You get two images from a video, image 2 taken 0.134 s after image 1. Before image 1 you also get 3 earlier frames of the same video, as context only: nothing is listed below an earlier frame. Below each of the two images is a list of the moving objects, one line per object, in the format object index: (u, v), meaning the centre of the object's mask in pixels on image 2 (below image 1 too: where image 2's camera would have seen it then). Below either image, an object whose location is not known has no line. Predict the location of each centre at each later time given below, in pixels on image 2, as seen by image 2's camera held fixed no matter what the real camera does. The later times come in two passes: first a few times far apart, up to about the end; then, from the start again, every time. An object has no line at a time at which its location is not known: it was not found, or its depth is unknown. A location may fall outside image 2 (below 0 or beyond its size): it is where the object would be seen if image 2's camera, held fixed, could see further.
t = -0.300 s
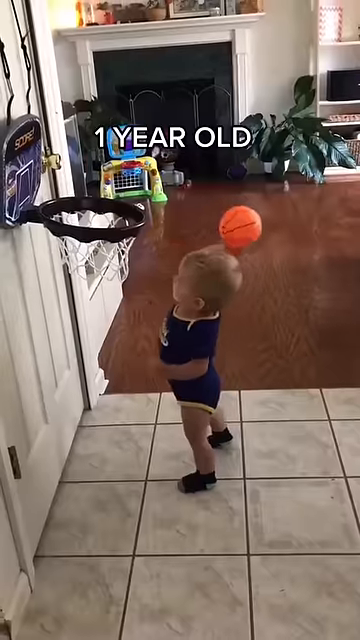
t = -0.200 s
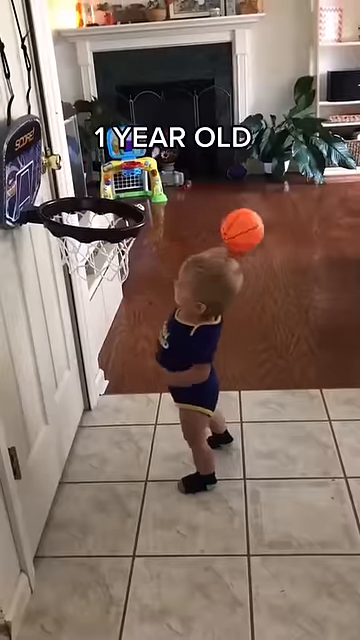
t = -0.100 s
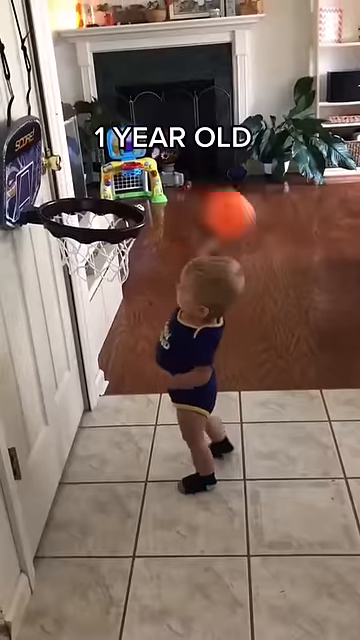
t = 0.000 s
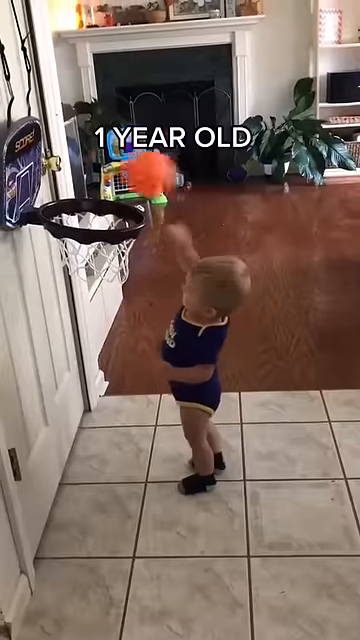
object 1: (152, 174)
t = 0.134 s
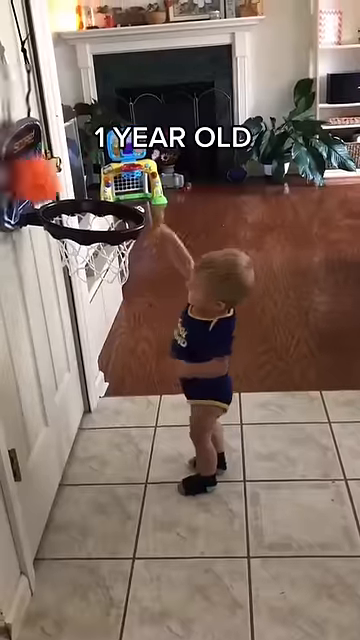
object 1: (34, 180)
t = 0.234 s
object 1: (65, 198)
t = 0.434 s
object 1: (119, 231)
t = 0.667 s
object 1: (81, 274)
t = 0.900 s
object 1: (72, 443)
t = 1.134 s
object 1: (83, 418)
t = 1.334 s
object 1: (100, 468)
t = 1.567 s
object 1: (112, 477)
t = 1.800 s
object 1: (122, 504)
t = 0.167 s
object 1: (42, 193)
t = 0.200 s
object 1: (52, 200)
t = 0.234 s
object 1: (65, 198)
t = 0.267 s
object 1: (79, 200)
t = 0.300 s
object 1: (94, 206)
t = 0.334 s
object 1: (106, 214)
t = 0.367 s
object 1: (116, 221)
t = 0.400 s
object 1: (119, 227)
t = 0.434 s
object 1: (119, 231)
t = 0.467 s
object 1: (116, 231)
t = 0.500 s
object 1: (110, 229)
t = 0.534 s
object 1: (104, 229)
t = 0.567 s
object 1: (94, 256)
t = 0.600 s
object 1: (90, 257)
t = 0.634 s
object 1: (85, 260)
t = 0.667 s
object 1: (81, 274)
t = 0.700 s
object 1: (77, 290)
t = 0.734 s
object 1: (76, 310)
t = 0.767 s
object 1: (74, 331)
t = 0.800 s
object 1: (73, 356)
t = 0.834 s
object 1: (73, 383)
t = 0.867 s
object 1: (69, 413)
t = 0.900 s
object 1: (72, 443)
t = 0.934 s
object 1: (78, 467)
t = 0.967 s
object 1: (81, 456)
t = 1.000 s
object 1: (81, 444)
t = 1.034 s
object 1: (82, 432)
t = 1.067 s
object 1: (82, 425)
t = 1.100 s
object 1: (83, 420)
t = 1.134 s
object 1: (83, 418)
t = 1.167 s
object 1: (85, 419)
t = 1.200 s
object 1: (87, 422)
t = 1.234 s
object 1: (90, 429)
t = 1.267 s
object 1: (93, 440)
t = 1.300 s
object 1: (97, 451)
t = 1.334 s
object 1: (100, 468)
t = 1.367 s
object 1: (105, 487)
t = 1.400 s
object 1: (106, 487)
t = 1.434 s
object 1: (107, 478)
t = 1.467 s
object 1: (108, 473)
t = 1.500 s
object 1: (109, 471)
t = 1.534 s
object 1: (110, 472)
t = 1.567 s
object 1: (112, 477)
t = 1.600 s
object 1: (113, 485)
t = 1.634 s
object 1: (117, 494)
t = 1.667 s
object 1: (120, 508)
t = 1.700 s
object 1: (121, 507)
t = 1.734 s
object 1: (121, 503)
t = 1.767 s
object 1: (122, 503)
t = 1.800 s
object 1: (122, 504)
